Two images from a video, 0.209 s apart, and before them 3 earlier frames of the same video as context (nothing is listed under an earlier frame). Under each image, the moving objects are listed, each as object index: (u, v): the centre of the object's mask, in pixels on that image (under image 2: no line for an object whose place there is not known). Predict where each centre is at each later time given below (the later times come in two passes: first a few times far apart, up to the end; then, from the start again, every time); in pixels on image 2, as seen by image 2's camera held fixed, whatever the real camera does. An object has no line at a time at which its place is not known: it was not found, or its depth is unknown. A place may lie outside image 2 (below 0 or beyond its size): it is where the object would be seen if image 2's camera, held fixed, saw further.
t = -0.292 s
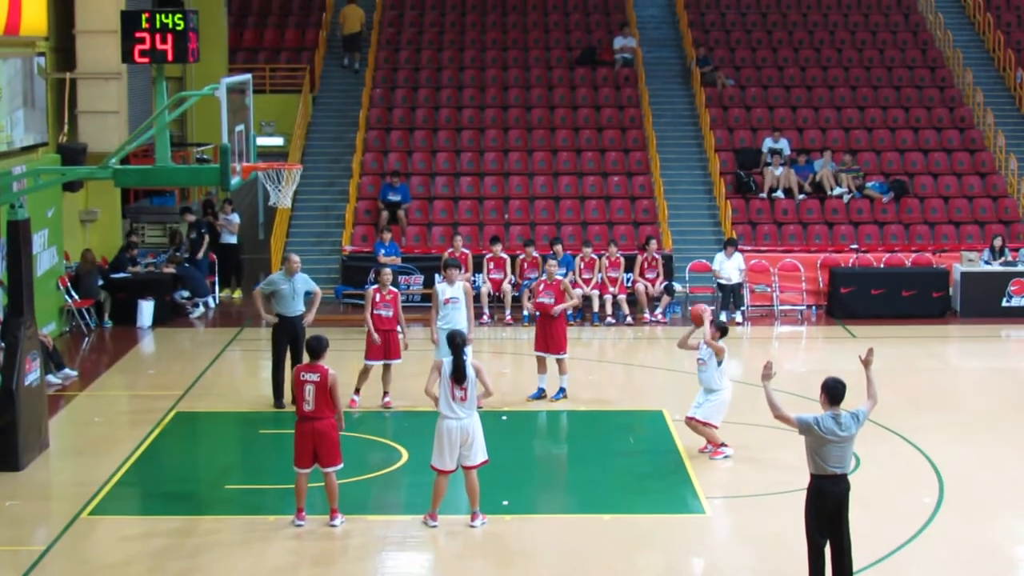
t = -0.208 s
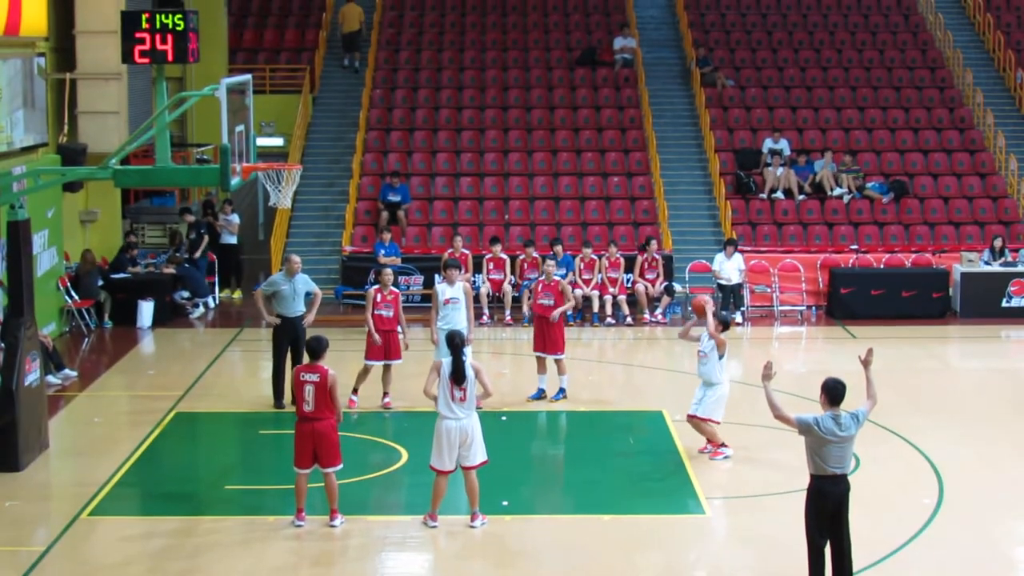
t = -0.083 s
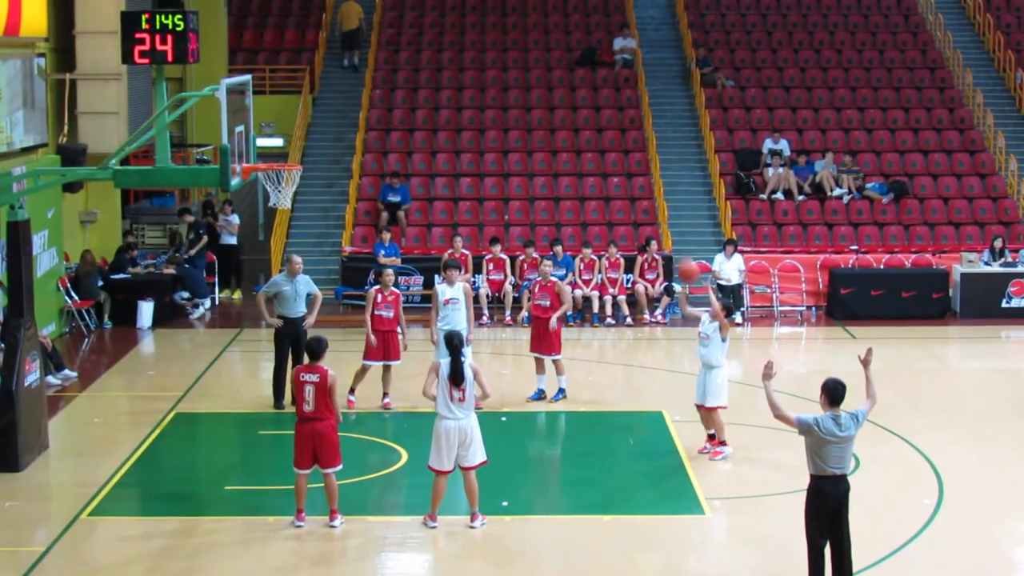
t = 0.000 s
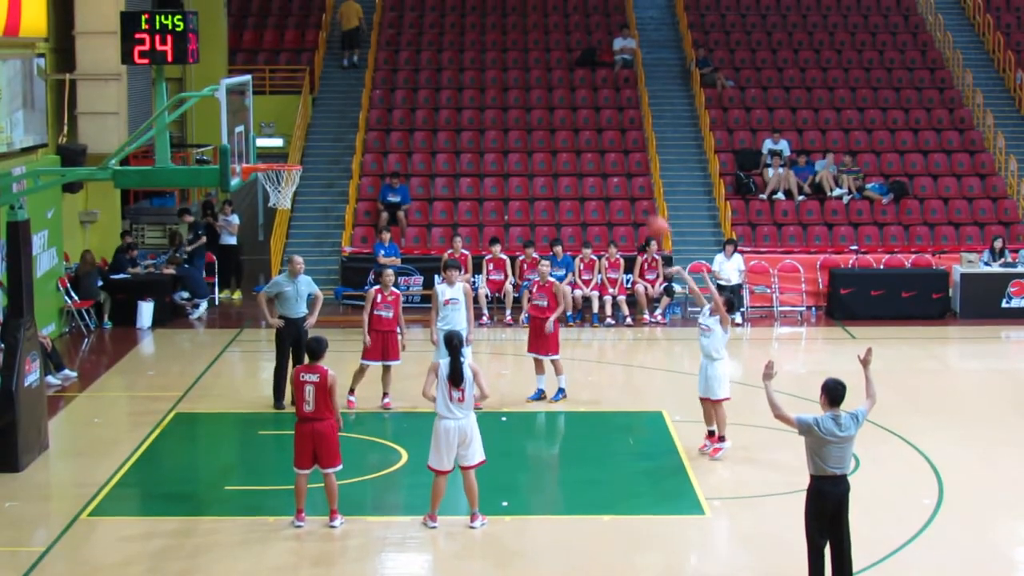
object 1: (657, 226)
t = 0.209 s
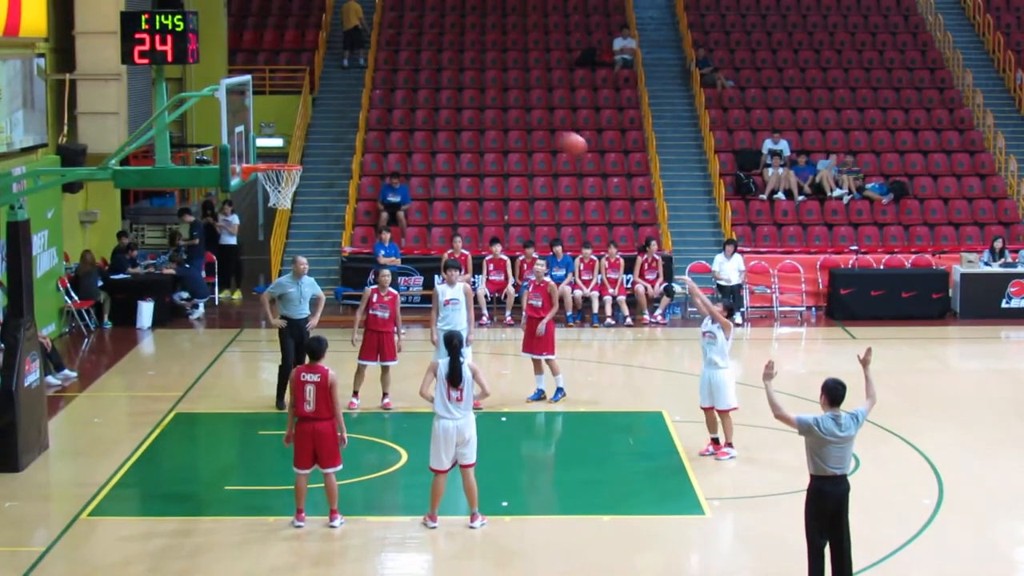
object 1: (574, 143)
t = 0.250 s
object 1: (556, 132)
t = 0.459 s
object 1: (471, 95)
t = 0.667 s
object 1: (387, 97)
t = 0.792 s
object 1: (336, 117)
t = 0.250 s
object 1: (556, 132)
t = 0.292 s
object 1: (539, 121)
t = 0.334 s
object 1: (522, 112)
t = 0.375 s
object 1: (505, 104)
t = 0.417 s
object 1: (488, 99)
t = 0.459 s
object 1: (471, 95)
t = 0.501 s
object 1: (454, 92)
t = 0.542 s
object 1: (438, 90)
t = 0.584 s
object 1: (420, 91)
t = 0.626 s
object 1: (403, 93)
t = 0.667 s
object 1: (387, 97)
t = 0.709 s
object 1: (370, 101)
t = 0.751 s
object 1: (352, 109)
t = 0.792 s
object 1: (336, 117)
